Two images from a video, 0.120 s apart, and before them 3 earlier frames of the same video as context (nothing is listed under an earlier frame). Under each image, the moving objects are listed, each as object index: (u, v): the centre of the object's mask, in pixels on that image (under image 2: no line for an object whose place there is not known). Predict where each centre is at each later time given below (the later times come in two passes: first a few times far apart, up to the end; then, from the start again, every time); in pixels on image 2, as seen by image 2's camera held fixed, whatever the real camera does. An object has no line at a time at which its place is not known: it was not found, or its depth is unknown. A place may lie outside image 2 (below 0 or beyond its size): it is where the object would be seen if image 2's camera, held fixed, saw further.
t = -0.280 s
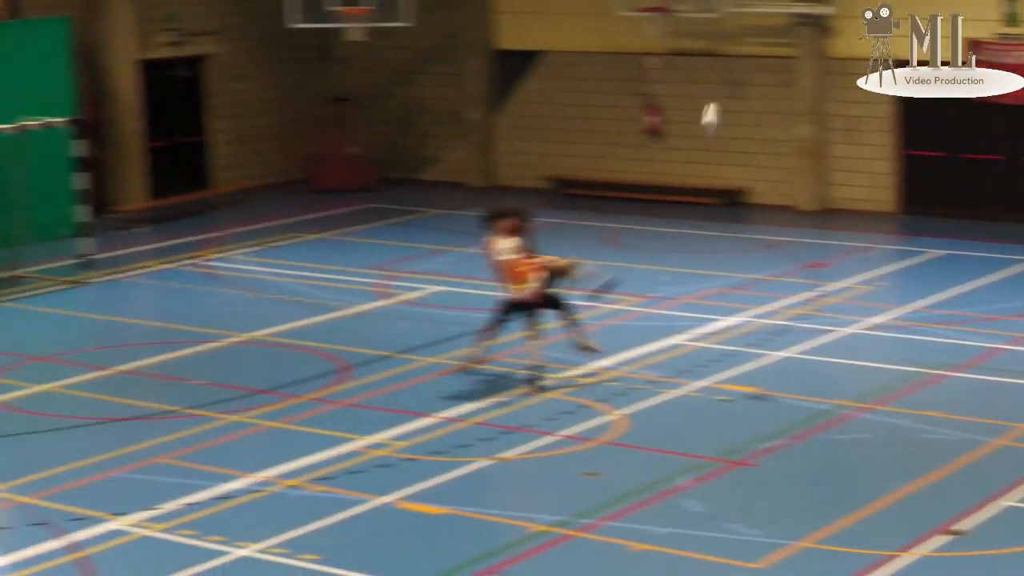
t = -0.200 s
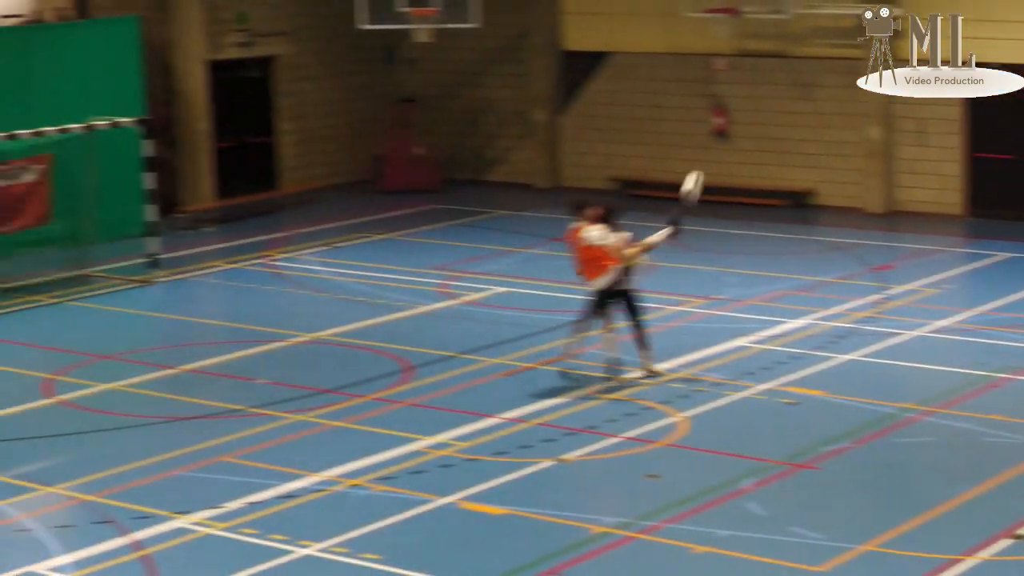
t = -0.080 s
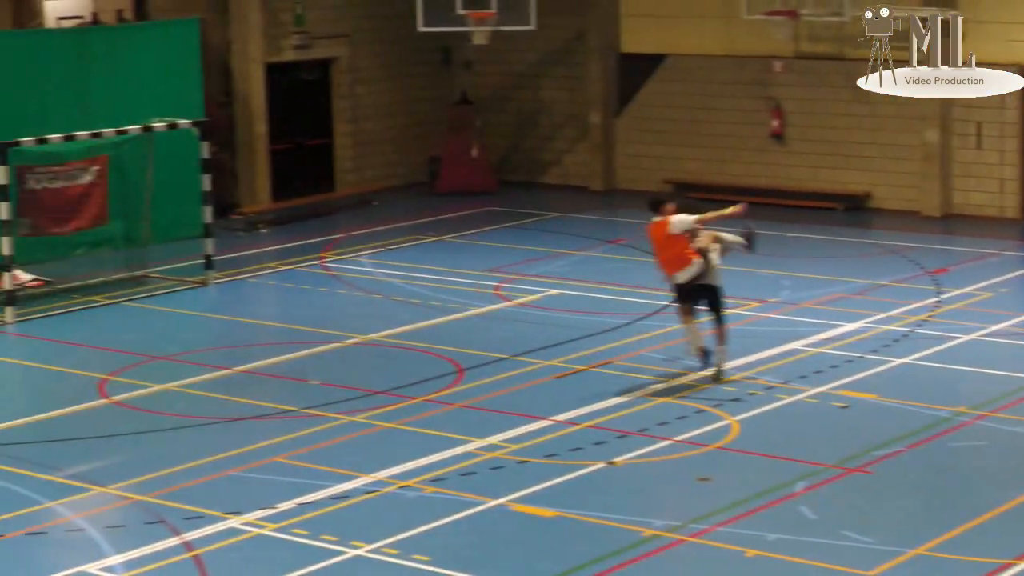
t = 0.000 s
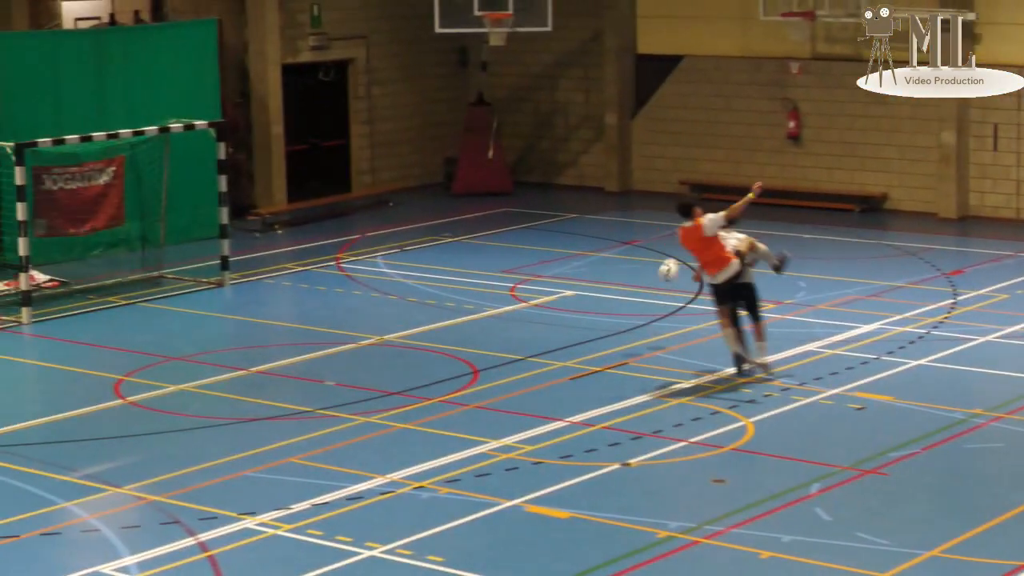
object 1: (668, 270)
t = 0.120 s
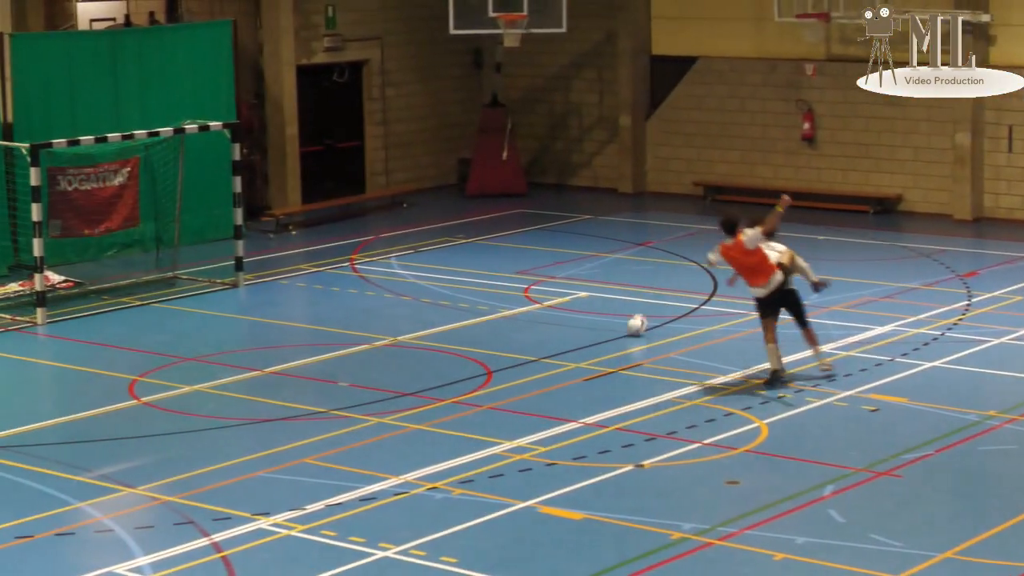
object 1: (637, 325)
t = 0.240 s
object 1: (622, 280)
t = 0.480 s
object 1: (596, 230)
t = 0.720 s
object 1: (576, 230)
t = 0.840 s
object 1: (566, 246)
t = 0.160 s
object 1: (631, 311)
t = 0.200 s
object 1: (627, 294)
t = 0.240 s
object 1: (622, 280)
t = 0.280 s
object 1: (617, 268)
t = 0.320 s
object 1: (613, 257)
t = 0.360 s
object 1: (608, 248)
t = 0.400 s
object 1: (604, 241)
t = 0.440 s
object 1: (600, 234)
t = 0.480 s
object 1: (596, 230)
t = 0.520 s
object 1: (593, 226)
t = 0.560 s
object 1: (589, 225)
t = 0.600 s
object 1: (586, 224)
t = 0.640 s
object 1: (582, 225)
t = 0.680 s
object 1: (579, 227)
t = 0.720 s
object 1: (576, 230)
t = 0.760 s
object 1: (572, 234)
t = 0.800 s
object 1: (570, 240)
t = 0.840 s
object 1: (566, 246)
